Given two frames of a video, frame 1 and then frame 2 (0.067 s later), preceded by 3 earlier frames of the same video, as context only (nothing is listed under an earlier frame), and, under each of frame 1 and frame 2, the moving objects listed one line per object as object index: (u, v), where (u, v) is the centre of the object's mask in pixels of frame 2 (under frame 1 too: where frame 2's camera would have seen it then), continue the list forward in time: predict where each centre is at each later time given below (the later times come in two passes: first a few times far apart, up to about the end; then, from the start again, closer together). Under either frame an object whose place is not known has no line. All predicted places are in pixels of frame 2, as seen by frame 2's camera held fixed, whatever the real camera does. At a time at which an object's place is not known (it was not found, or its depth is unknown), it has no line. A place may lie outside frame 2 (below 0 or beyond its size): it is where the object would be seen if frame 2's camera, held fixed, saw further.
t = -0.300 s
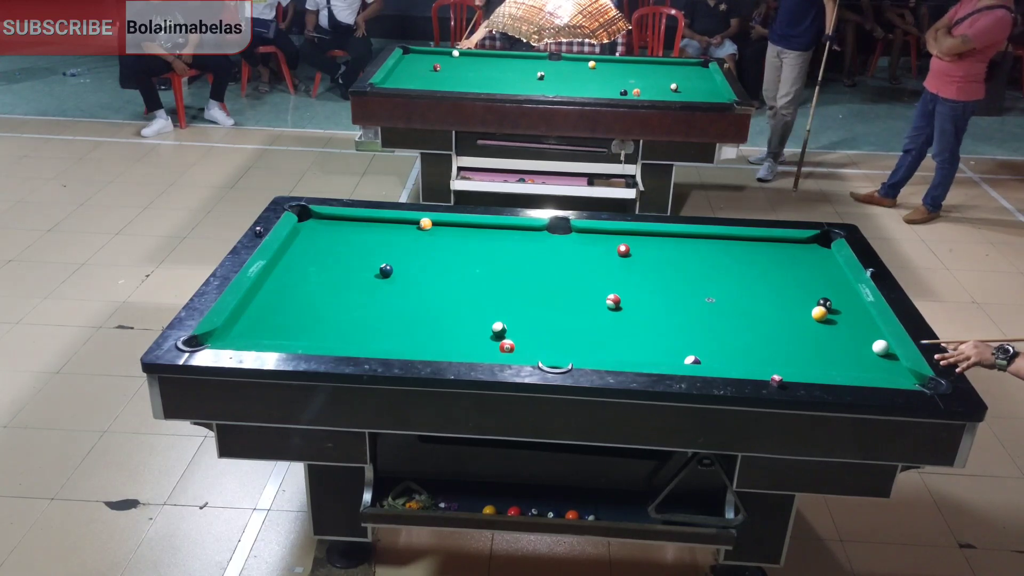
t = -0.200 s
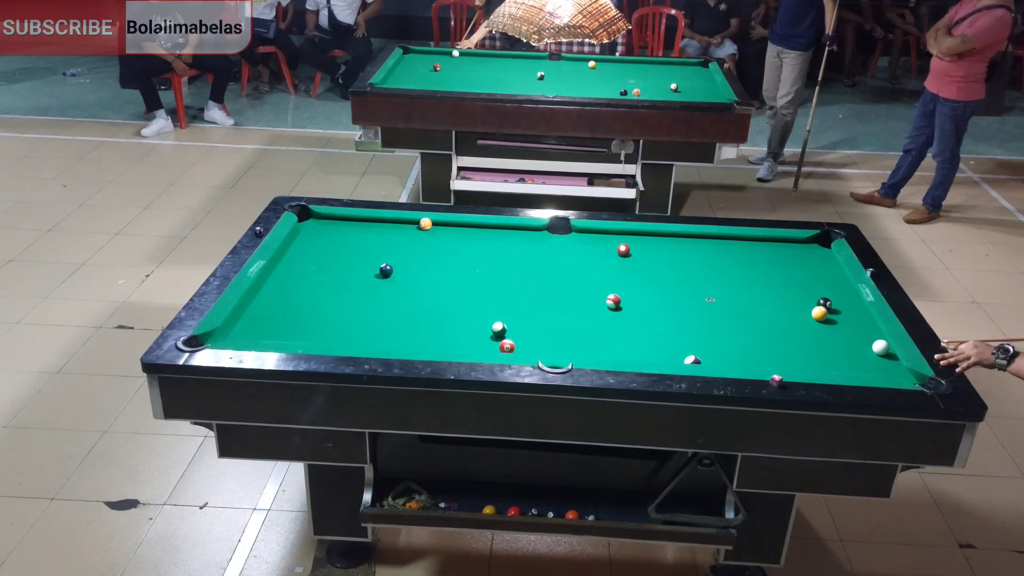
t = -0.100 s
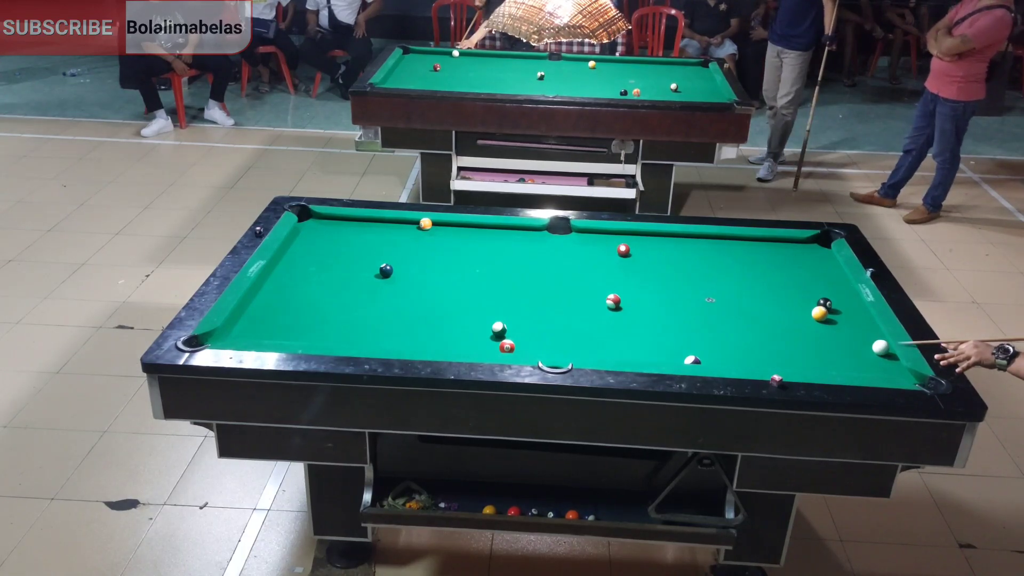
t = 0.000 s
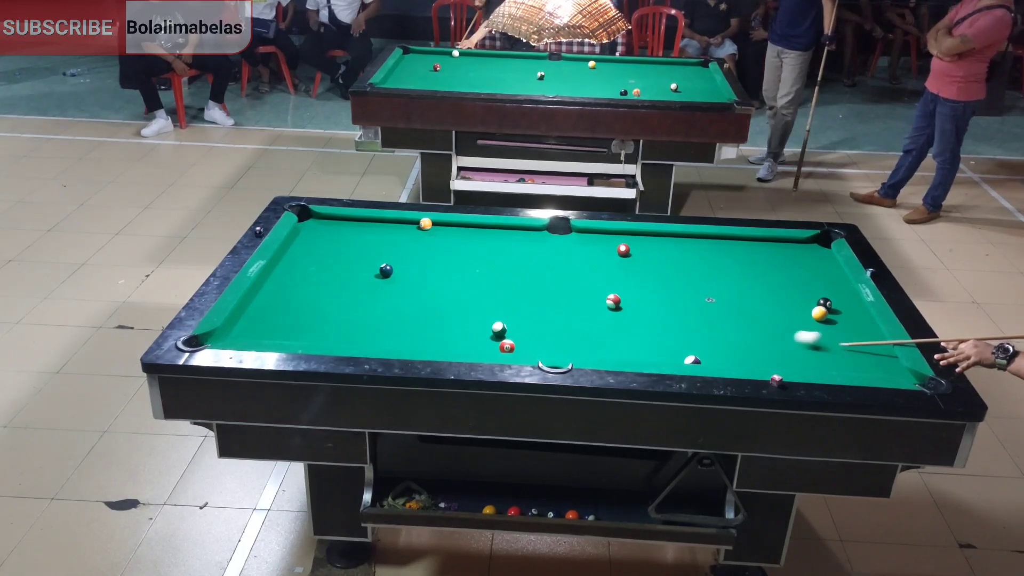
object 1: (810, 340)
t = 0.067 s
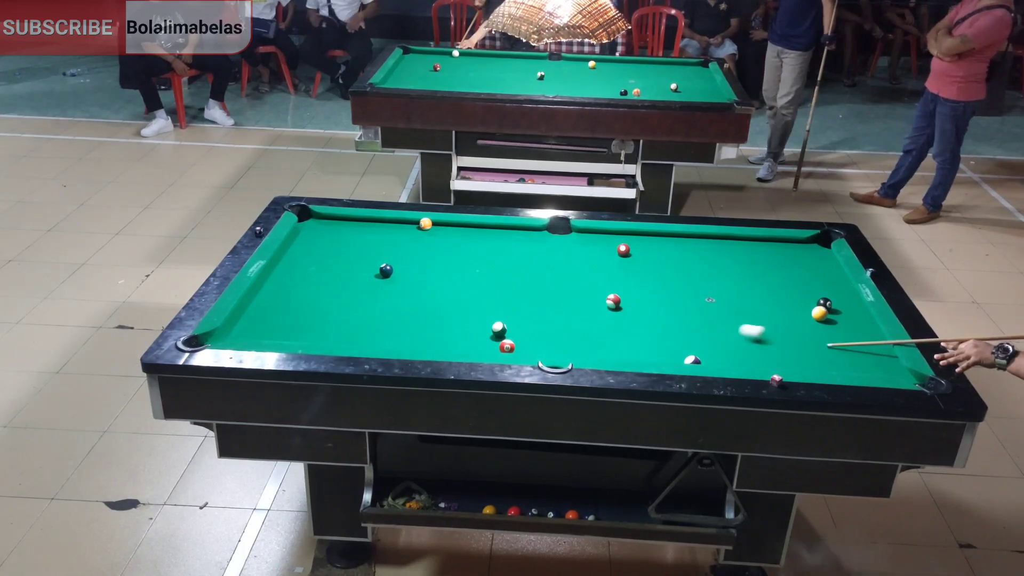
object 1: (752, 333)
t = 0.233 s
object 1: (619, 316)
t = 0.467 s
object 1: (449, 296)
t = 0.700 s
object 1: (288, 278)
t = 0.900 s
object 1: (341, 277)
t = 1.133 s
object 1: (429, 277)
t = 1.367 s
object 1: (512, 277)
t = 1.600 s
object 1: (591, 277)
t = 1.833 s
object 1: (667, 277)
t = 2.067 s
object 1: (742, 277)
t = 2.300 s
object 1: (813, 277)
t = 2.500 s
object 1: (819, 275)
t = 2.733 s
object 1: (774, 271)
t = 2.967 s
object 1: (732, 268)
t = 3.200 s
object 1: (693, 265)
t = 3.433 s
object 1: (657, 262)
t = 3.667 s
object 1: (624, 259)
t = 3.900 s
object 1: (594, 256)
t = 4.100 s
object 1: (570, 254)
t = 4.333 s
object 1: (544, 252)
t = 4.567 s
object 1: (521, 249)
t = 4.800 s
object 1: (500, 247)
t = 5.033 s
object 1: (482, 245)
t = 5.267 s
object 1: (465, 244)
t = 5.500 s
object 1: (451, 242)
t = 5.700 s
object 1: (441, 241)
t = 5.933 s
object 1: (431, 240)
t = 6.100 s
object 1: (425, 239)
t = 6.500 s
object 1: (413, 236)
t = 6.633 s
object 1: (413, 237)
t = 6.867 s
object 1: (411, 237)
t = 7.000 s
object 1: (408, 236)
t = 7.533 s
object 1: (411, 237)
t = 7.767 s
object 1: (411, 237)
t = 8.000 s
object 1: (411, 238)
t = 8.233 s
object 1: (411, 237)
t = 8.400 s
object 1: (411, 238)
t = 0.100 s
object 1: (724, 328)
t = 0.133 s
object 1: (697, 325)
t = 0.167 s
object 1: (671, 322)
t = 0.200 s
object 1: (644, 319)
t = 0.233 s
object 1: (619, 316)
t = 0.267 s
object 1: (593, 312)
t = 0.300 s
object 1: (568, 310)
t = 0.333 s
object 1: (544, 307)
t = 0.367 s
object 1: (520, 304)
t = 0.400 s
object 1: (496, 301)
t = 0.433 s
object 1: (472, 298)
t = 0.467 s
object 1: (449, 296)
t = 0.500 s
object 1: (425, 293)
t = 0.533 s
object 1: (402, 291)
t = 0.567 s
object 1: (379, 288)
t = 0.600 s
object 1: (356, 286)
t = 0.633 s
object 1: (332, 283)
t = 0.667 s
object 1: (310, 281)
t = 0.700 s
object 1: (288, 278)
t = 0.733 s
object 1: (267, 276)
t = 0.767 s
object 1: (280, 275)
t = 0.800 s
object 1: (297, 276)
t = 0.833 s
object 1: (313, 276)
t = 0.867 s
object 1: (327, 276)
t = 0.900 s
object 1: (341, 277)
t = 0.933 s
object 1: (354, 277)
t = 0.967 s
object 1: (367, 277)
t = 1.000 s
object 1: (379, 277)
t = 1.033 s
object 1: (392, 277)
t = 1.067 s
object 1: (404, 277)
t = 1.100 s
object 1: (417, 277)
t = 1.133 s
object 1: (429, 277)
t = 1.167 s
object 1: (441, 277)
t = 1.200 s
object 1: (453, 277)
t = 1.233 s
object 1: (465, 277)
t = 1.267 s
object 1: (477, 277)
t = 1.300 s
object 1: (489, 277)
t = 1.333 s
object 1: (500, 277)
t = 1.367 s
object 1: (512, 277)
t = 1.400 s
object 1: (523, 277)
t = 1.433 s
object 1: (535, 277)
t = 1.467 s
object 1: (546, 277)
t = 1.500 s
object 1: (557, 277)
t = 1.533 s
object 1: (568, 277)
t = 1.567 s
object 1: (580, 277)
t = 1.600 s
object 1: (591, 277)
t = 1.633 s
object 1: (602, 277)
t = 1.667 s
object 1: (613, 277)
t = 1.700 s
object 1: (624, 277)
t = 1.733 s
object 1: (635, 277)
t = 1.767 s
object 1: (646, 277)
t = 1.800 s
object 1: (657, 277)
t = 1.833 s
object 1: (667, 277)
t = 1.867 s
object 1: (678, 277)
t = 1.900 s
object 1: (689, 277)
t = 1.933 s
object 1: (700, 277)
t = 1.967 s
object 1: (710, 277)
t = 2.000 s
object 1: (721, 277)
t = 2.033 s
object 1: (731, 277)
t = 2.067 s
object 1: (742, 277)
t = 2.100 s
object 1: (752, 277)
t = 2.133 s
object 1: (762, 277)
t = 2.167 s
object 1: (773, 277)
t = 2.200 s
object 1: (783, 277)
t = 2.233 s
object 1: (793, 277)
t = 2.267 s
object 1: (803, 277)
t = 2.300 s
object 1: (813, 277)
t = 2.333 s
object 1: (823, 277)
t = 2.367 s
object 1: (833, 277)
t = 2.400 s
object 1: (840, 277)
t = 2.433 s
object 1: (833, 276)
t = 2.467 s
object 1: (825, 276)
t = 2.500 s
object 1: (819, 275)
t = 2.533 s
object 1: (812, 275)
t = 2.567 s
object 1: (806, 274)
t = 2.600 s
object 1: (799, 274)
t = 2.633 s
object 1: (793, 273)
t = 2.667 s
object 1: (786, 272)
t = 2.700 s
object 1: (780, 272)
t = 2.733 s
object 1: (774, 271)
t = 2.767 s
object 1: (768, 271)
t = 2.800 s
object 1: (762, 270)
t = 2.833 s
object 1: (756, 270)
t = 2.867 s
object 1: (749, 269)
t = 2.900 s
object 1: (744, 269)
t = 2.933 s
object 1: (738, 268)
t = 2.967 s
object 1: (732, 268)
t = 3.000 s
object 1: (726, 267)
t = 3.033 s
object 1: (721, 267)
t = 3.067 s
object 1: (715, 267)
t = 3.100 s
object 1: (709, 266)
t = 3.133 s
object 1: (704, 265)
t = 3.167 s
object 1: (698, 265)
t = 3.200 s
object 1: (693, 265)
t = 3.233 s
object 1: (688, 264)
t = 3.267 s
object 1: (682, 264)
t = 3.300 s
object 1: (677, 263)
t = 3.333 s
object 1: (672, 263)
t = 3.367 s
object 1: (667, 263)
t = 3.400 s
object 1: (662, 262)
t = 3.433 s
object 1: (657, 262)
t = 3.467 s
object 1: (652, 261)
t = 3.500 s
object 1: (647, 261)
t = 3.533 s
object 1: (643, 260)
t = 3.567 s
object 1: (638, 260)
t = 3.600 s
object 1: (633, 260)
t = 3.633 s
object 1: (629, 259)
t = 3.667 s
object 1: (624, 259)
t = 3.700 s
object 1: (620, 258)
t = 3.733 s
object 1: (615, 258)
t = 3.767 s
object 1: (611, 258)
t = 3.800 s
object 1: (606, 257)
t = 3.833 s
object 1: (602, 257)
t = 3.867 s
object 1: (598, 256)
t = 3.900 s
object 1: (594, 256)
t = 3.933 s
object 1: (589, 256)
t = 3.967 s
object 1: (585, 256)
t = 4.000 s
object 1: (581, 255)
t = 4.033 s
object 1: (577, 255)
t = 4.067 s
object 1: (573, 254)
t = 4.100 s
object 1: (570, 254)
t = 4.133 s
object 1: (566, 254)
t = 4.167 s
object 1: (562, 253)
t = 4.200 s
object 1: (558, 253)
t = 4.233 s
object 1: (555, 253)
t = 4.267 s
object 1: (551, 252)
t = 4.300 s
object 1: (548, 252)
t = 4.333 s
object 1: (544, 252)
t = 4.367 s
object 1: (541, 251)
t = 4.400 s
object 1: (537, 251)
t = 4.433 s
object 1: (534, 251)
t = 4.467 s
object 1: (530, 250)
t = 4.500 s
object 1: (527, 250)
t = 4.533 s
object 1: (524, 250)
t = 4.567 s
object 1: (521, 249)
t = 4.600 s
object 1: (518, 249)
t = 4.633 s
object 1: (515, 249)
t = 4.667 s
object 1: (512, 249)
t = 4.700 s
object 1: (509, 248)
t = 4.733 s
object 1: (506, 248)
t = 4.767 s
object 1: (503, 248)
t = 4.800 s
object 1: (500, 247)
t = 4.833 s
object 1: (497, 247)
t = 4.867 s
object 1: (495, 247)
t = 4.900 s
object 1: (492, 247)
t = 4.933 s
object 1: (489, 246)
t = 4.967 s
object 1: (486, 246)
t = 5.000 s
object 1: (484, 246)
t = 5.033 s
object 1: (482, 245)
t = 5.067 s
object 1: (479, 245)
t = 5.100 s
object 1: (477, 245)
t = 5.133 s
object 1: (474, 245)
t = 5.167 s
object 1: (472, 244)
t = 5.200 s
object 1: (470, 244)
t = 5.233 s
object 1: (468, 244)
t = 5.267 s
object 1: (465, 244)
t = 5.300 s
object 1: (463, 244)
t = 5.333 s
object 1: (461, 243)
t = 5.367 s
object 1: (459, 243)
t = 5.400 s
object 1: (457, 243)
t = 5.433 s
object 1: (455, 243)
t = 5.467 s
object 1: (453, 242)
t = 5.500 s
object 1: (451, 242)
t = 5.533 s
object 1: (450, 242)
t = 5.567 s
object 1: (448, 241)
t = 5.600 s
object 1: (446, 241)
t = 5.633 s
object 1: (444, 241)
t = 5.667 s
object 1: (443, 241)
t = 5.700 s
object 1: (441, 241)
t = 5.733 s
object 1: (439, 241)
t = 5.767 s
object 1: (438, 240)
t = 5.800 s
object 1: (436, 240)
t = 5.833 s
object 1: (435, 240)
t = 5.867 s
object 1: (433, 240)
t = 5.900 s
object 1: (432, 240)
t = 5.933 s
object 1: (431, 240)
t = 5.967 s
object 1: (430, 239)
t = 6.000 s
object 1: (428, 239)
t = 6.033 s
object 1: (427, 239)
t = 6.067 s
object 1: (426, 239)
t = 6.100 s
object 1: (425, 239)
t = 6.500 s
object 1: (413, 236)
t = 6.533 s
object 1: (414, 237)
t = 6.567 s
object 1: (414, 237)
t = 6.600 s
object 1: (413, 237)
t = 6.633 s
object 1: (413, 237)
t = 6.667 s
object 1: (413, 237)
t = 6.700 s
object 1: (413, 237)
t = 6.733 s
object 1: (412, 237)
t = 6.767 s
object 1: (412, 237)
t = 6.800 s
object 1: (412, 237)
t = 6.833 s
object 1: (411, 237)
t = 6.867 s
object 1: (411, 237)
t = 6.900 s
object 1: (411, 237)
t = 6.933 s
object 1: (411, 237)
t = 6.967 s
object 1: (411, 237)
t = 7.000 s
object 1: (408, 236)
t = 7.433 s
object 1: (414, 236)
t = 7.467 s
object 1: (411, 237)
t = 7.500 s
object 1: (411, 237)
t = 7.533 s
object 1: (411, 237)
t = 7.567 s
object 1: (411, 237)
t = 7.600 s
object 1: (411, 237)
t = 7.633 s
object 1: (411, 237)
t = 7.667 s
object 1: (411, 237)
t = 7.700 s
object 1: (411, 237)
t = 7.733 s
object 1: (411, 237)
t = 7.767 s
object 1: (411, 237)
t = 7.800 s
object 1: (411, 237)
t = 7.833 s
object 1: (411, 237)
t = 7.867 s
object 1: (411, 237)
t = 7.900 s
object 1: (411, 237)
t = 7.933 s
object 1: (411, 237)
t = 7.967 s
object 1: (411, 237)
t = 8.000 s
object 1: (411, 238)
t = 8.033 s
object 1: (411, 237)
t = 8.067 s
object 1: (411, 237)
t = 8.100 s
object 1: (411, 237)
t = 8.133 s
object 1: (411, 237)
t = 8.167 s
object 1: (411, 237)
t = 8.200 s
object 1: (411, 237)
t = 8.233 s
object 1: (411, 237)
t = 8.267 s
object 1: (411, 237)
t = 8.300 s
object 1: (411, 237)
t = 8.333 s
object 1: (411, 237)
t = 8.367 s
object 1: (411, 237)
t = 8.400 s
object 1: (411, 238)
